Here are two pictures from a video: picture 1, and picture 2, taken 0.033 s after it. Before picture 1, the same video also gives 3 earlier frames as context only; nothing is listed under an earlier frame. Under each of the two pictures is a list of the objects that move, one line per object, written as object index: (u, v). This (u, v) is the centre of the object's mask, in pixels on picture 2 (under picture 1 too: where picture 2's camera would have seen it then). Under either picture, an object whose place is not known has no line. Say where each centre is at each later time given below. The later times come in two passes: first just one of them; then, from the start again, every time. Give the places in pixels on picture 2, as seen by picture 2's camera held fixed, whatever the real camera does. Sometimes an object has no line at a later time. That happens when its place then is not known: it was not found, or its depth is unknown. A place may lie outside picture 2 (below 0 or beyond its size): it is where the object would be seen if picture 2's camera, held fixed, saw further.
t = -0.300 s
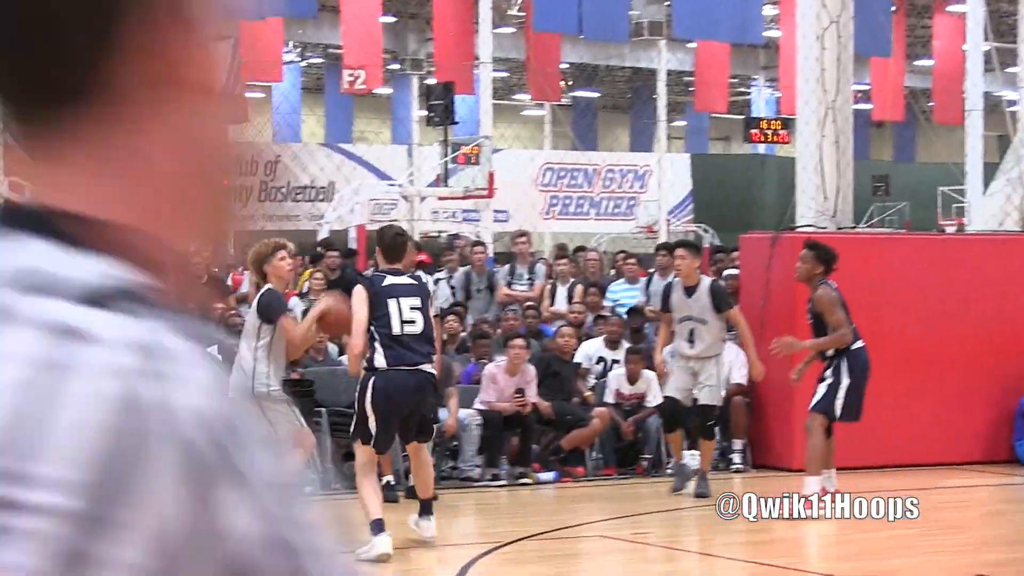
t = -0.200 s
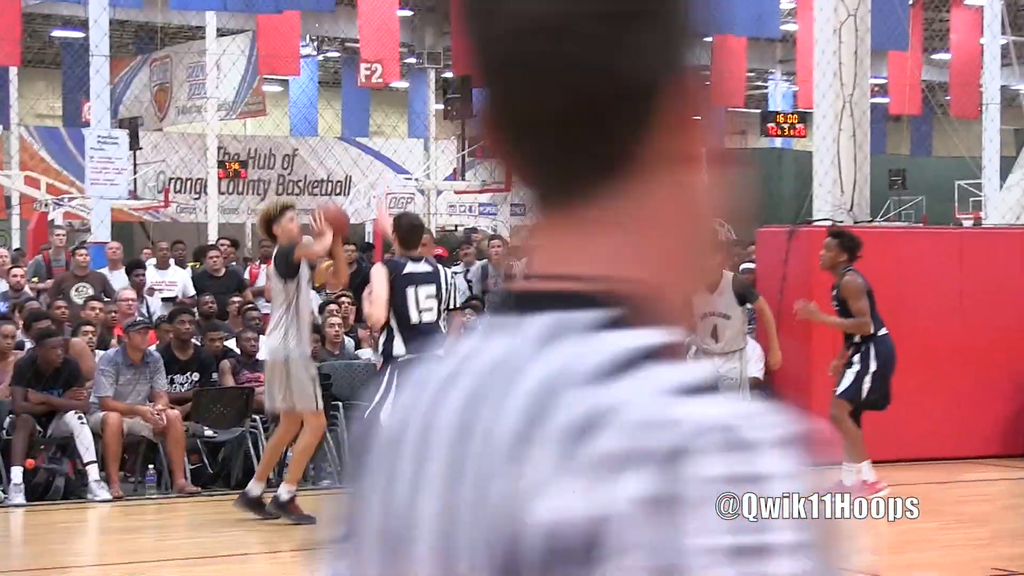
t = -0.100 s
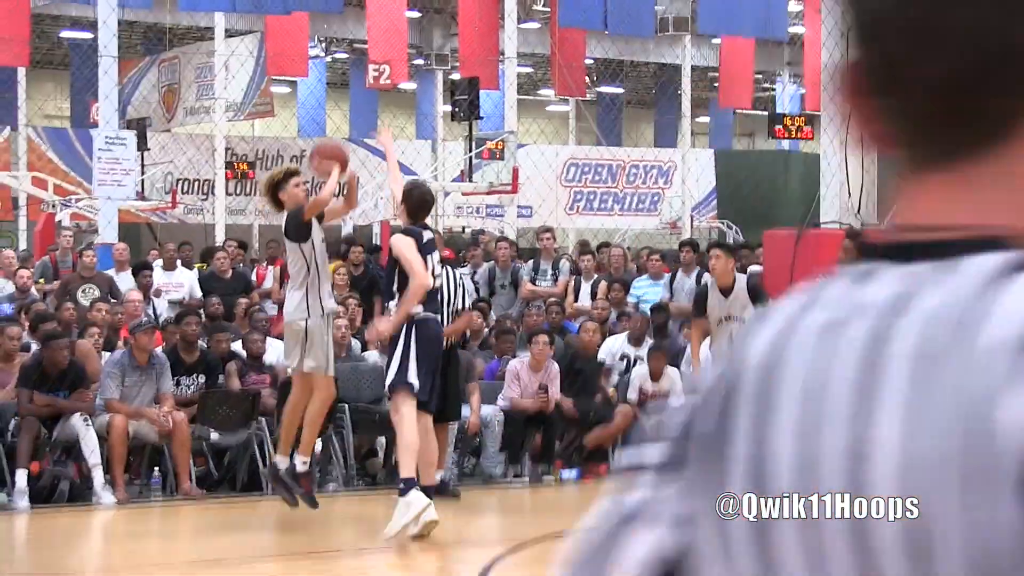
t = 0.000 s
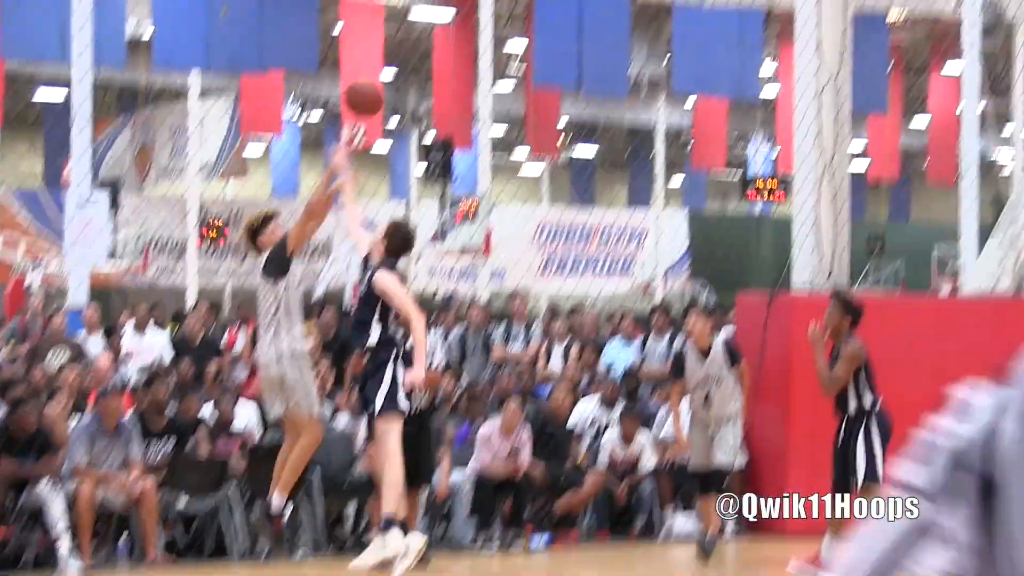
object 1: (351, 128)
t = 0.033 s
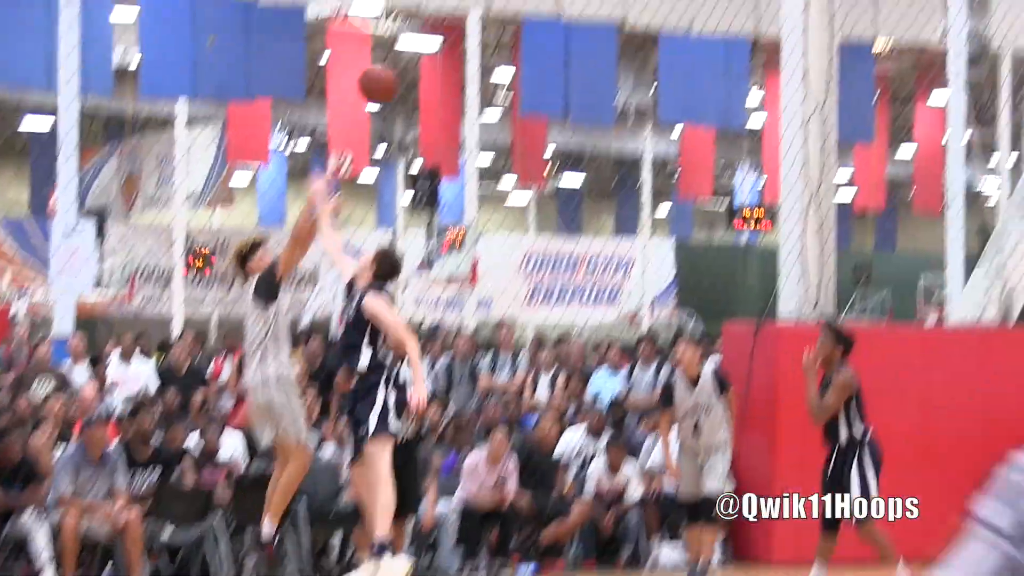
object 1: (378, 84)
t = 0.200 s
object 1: (517, -113)
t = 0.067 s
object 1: (404, 43)
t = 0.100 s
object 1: (433, 2)
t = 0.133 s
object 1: (460, -37)
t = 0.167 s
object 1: (489, -76)
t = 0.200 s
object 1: (517, -113)
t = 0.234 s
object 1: (547, -147)
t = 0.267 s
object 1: (576, -182)
